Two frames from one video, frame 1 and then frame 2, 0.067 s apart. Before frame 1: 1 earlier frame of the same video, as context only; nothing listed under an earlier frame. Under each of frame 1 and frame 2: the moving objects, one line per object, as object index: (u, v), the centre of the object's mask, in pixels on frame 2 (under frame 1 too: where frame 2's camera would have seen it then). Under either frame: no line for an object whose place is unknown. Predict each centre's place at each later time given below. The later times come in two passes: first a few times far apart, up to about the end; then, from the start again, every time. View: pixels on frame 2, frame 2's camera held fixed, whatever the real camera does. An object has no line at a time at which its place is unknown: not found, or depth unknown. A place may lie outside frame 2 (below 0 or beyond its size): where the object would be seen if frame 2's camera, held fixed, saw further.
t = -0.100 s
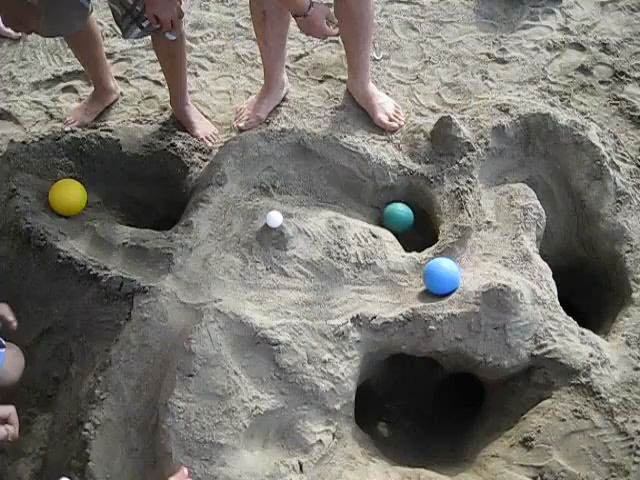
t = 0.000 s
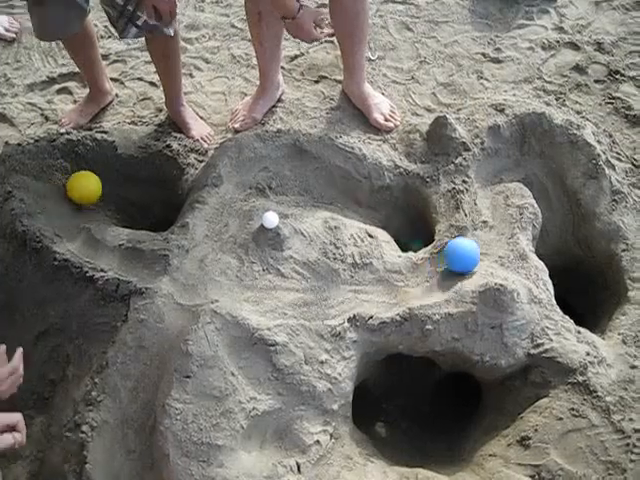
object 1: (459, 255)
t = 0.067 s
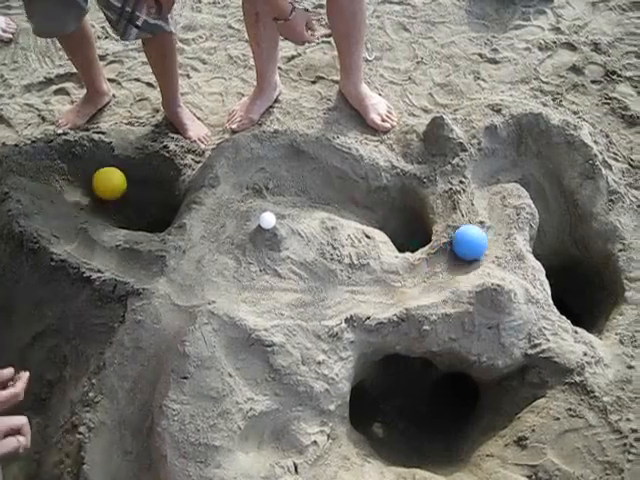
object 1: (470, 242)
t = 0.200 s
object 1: (491, 216)
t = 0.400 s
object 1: (492, 169)
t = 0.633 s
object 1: (541, 182)
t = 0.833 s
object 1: (552, 264)
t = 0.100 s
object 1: (476, 235)
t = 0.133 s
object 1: (482, 231)
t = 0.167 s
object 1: (487, 223)
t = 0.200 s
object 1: (491, 216)
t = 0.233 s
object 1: (492, 207)
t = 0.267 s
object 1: (491, 199)
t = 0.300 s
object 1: (489, 192)
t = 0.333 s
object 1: (488, 183)
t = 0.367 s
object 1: (488, 175)
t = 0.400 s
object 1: (492, 169)
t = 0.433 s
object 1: (496, 164)
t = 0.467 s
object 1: (503, 162)
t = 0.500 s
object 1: (510, 162)
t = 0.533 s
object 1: (518, 164)
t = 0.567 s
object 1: (526, 168)
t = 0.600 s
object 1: (534, 174)
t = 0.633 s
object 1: (541, 182)
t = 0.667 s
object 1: (546, 191)
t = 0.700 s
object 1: (550, 203)
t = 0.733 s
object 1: (552, 216)
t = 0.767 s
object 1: (552, 231)
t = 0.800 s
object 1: (552, 248)
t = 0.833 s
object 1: (552, 264)
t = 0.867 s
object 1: (554, 283)
